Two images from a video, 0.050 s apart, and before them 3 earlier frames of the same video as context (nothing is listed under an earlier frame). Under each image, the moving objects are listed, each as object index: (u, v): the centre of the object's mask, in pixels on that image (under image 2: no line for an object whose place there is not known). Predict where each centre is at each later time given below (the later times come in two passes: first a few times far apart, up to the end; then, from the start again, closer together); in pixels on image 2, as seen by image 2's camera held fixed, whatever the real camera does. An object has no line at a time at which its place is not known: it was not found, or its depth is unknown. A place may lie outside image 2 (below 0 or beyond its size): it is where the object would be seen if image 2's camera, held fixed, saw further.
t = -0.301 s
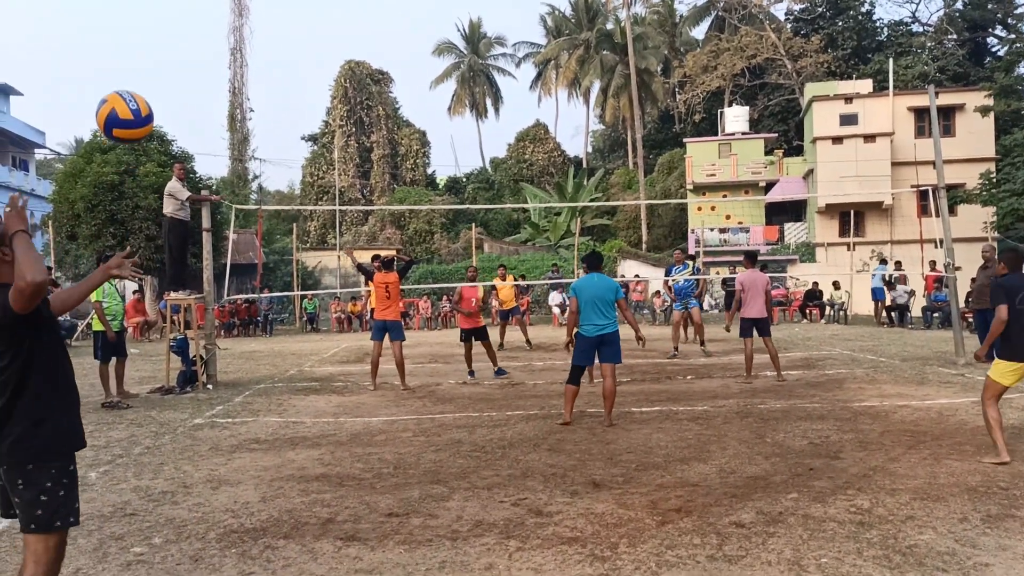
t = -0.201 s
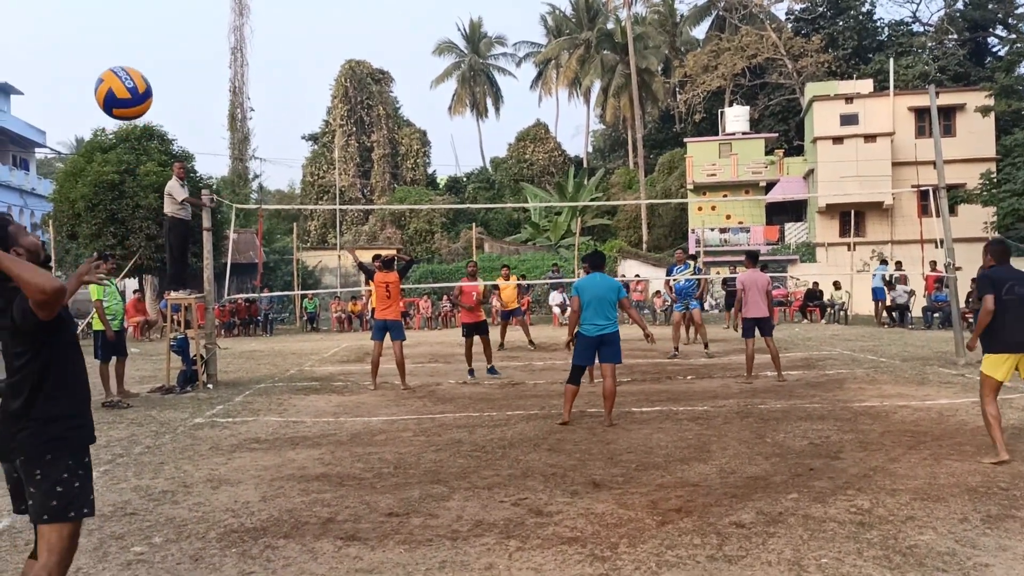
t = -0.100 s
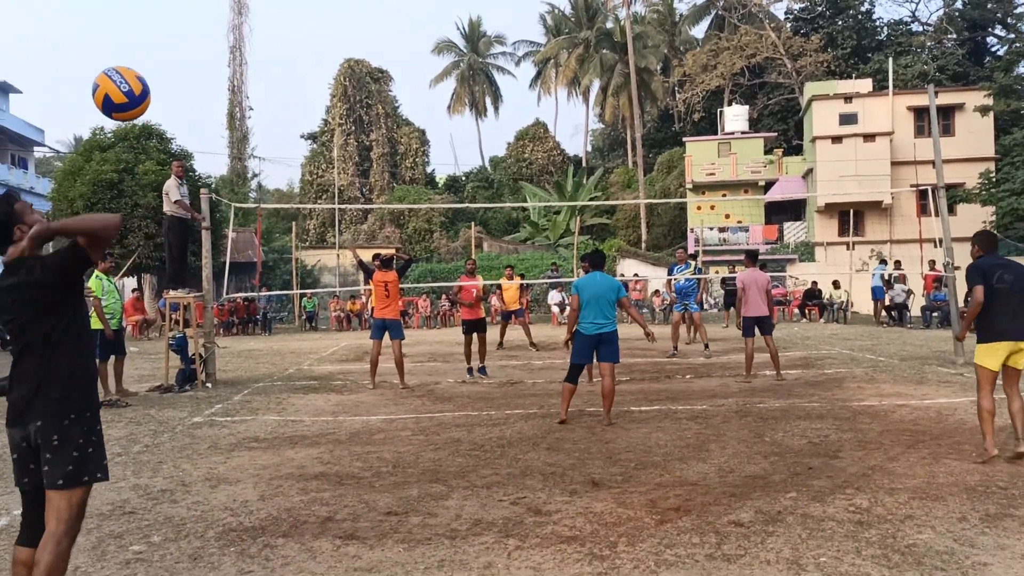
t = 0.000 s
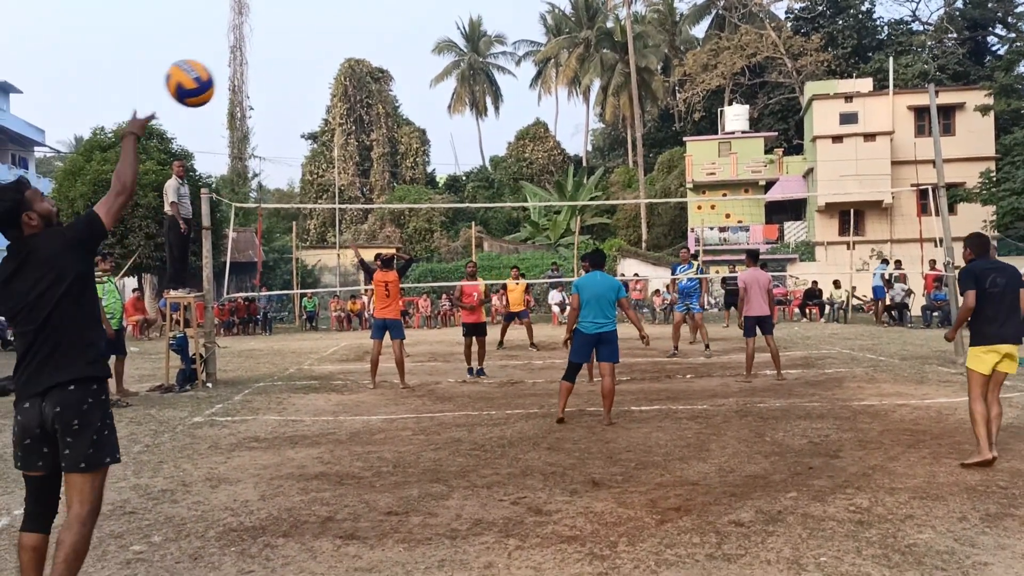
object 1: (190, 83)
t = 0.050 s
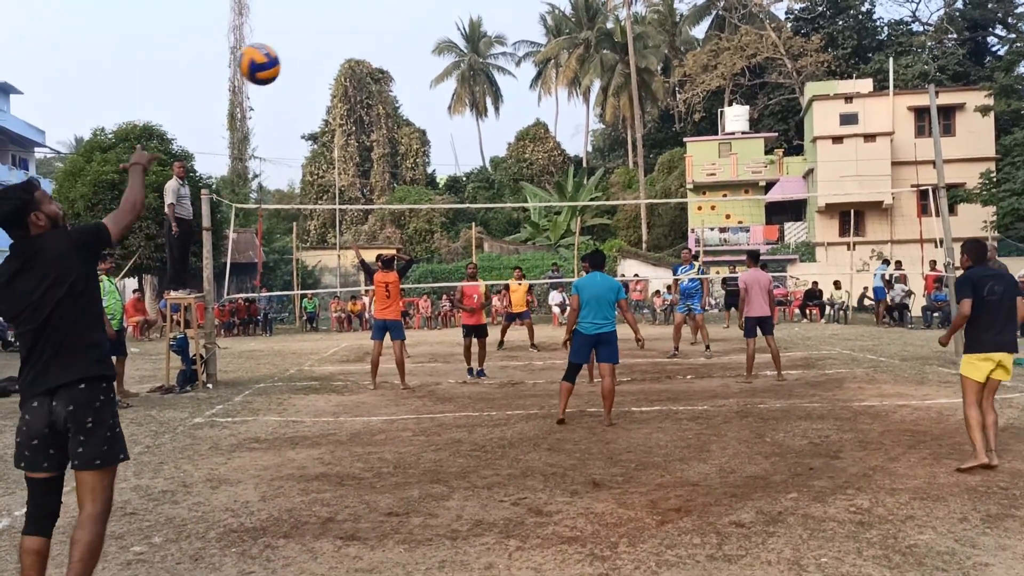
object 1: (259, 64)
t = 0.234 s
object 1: (406, 52)
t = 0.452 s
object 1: (488, 90)
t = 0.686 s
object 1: (540, 153)
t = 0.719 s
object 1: (546, 162)
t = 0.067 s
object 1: (278, 60)
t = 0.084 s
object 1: (296, 56)
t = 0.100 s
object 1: (312, 54)
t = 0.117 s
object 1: (327, 51)
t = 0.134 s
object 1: (340, 50)
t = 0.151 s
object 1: (353, 50)
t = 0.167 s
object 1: (365, 49)
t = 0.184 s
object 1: (376, 49)
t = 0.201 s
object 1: (387, 50)
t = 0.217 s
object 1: (396, 51)
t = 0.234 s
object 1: (406, 52)
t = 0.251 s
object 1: (414, 54)
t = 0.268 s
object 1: (422, 56)
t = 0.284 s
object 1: (430, 58)
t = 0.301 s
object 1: (437, 61)
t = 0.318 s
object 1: (443, 63)
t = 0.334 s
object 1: (450, 66)
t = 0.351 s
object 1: (456, 69)
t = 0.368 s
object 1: (462, 72)
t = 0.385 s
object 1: (467, 76)
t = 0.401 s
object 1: (473, 79)
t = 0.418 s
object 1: (479, 82)
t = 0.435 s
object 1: (483, 86)
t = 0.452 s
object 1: (488, 90)
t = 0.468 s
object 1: (493, 95)
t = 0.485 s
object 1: (497, 99)
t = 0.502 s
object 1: (501, 103)
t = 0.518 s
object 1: (506, 107)
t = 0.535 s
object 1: (509, 111)
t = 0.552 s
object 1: (513, 116)
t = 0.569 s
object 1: (517, 121)
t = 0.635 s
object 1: (530, 138)
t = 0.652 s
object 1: (533, 143)
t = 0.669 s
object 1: (537, 148)
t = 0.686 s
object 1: (540, 153)
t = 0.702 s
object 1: (543, 157)
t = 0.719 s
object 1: (546, 162)
